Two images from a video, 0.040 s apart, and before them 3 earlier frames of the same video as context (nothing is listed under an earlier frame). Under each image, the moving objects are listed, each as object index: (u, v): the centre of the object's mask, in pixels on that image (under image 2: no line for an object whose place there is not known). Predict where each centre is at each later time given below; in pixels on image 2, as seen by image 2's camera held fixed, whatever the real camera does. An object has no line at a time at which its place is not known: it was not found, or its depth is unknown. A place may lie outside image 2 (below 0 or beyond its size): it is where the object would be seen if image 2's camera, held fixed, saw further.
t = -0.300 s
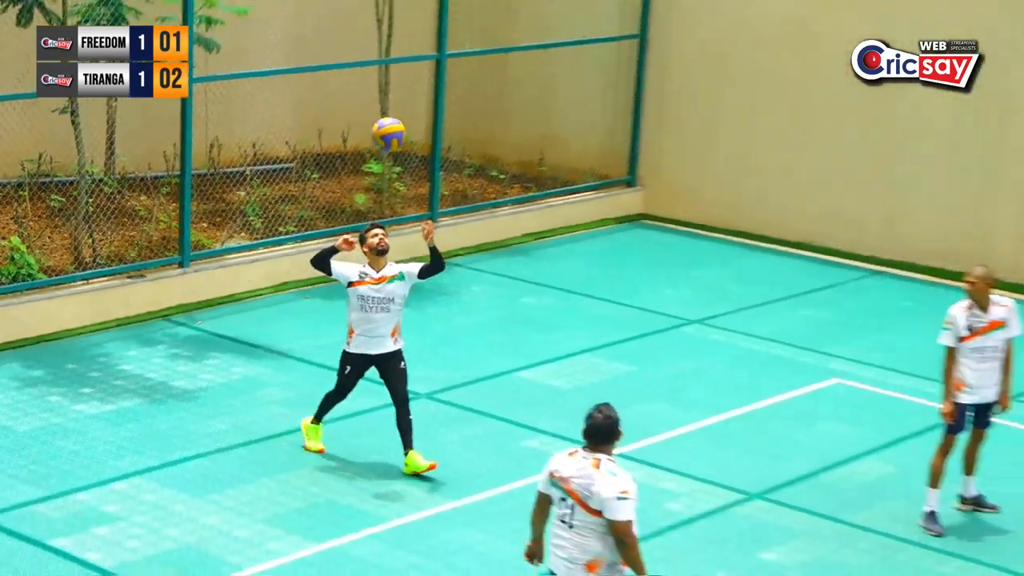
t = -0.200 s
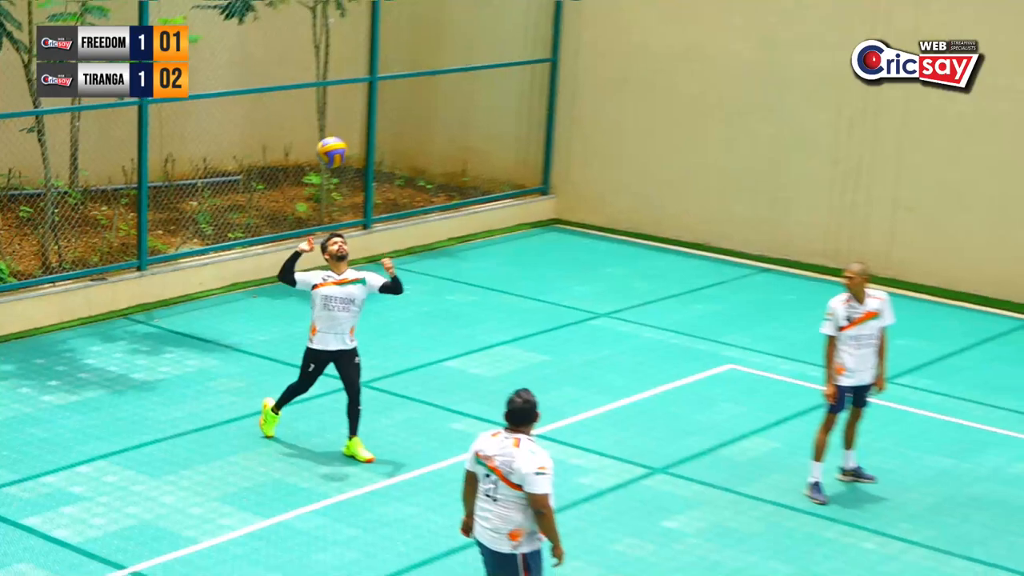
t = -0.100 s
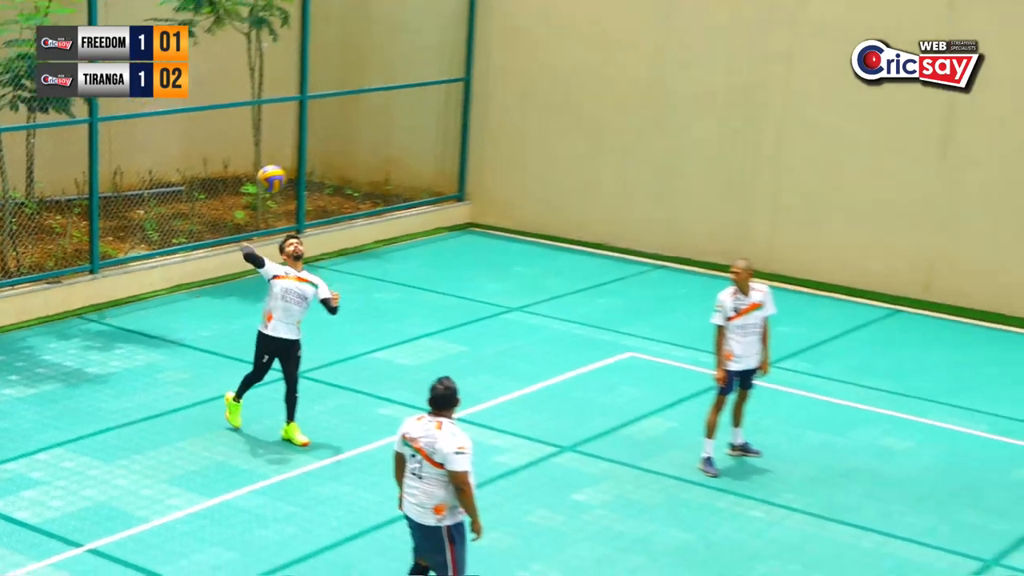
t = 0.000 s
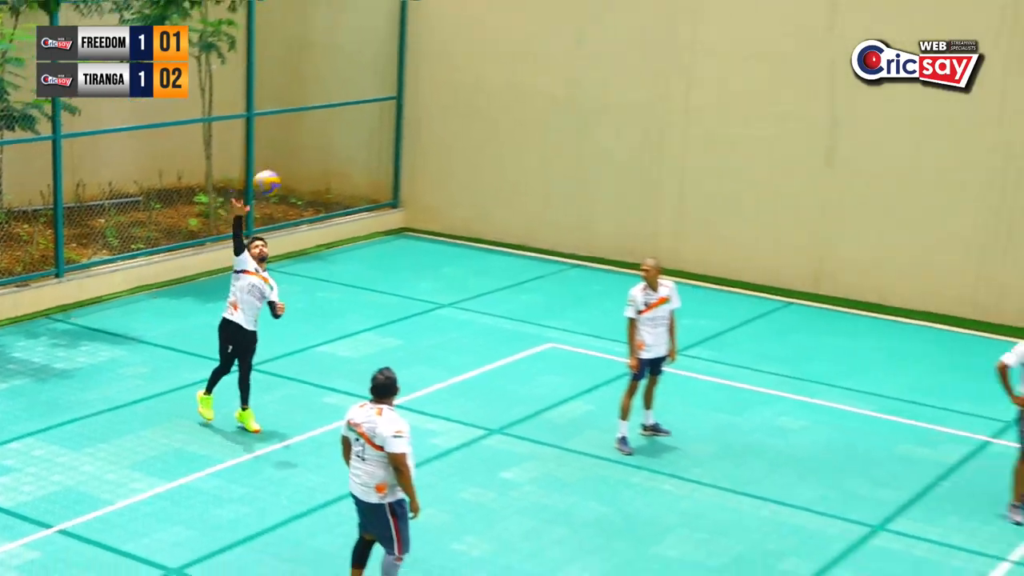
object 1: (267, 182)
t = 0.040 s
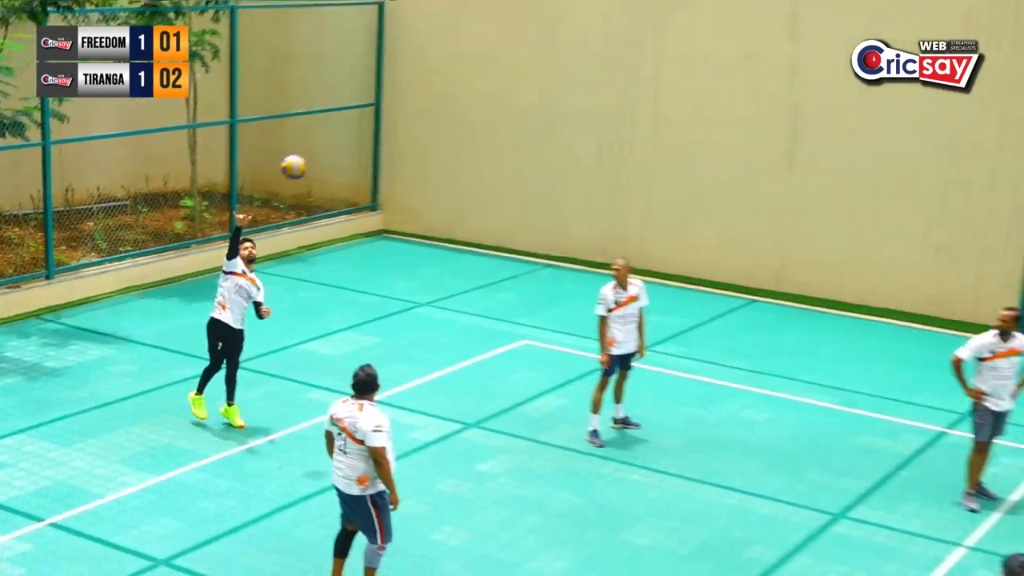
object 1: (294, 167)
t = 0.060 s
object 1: (317, 158)
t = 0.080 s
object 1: (339, 148)
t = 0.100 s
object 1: (363, 139)
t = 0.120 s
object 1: (386, 130)
